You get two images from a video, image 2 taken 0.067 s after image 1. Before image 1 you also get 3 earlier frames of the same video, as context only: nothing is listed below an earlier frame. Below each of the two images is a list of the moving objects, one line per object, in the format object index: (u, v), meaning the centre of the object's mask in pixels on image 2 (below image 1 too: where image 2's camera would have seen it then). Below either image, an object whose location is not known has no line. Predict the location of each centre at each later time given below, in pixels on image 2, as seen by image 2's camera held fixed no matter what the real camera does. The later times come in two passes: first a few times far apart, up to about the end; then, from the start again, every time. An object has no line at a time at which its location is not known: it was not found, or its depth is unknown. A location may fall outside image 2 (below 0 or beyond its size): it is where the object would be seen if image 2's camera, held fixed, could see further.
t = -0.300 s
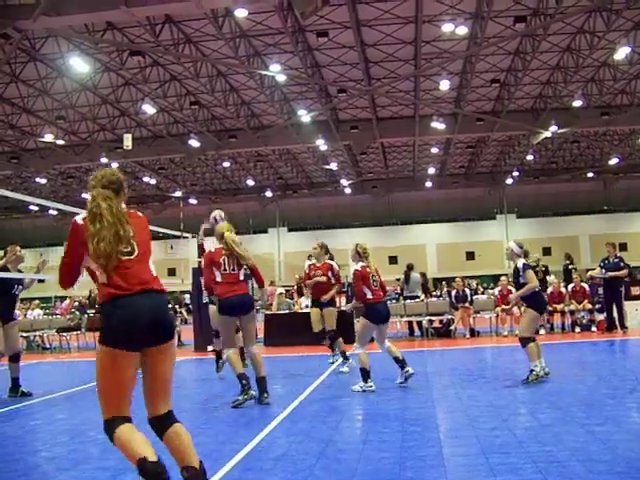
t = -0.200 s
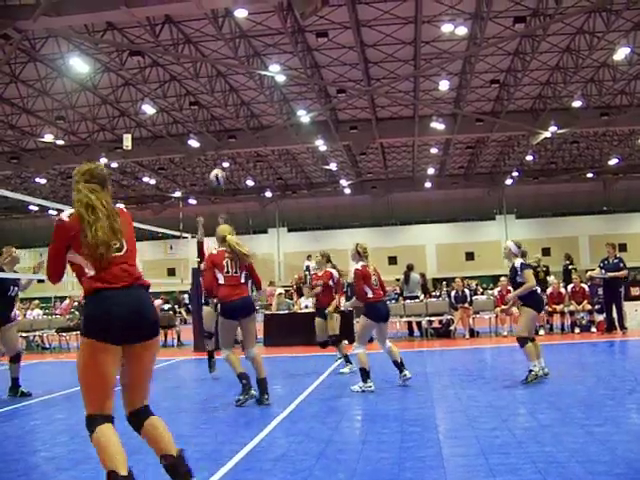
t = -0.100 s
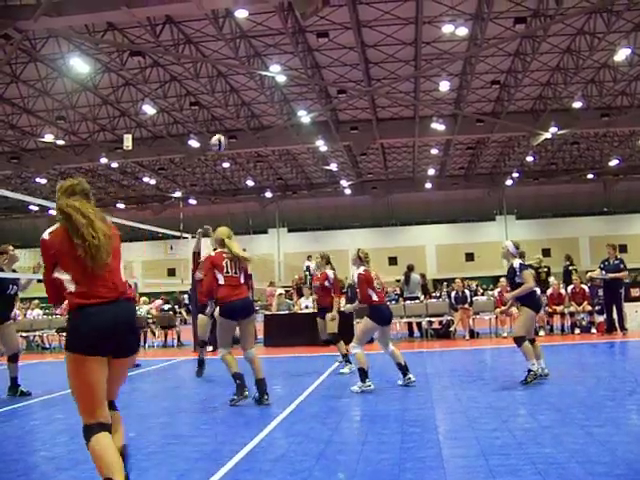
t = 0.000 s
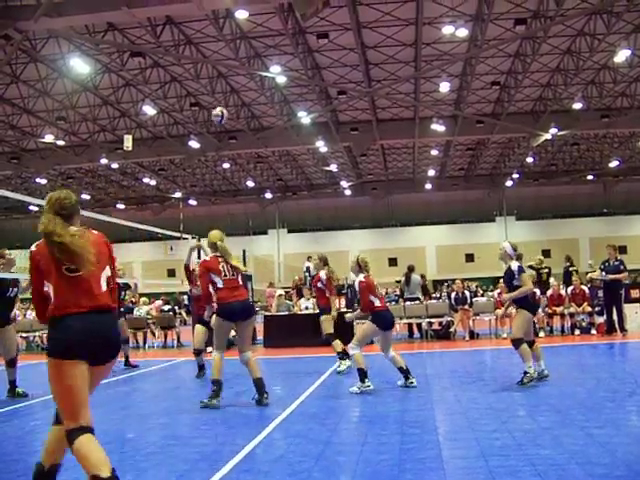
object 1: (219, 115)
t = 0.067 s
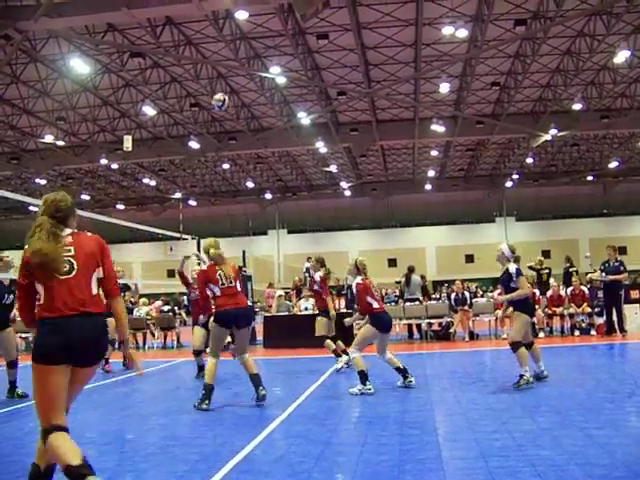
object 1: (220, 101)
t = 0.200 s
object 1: (222, 81)
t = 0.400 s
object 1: (225, 74)
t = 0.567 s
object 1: (228, 93)
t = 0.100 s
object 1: (220, 95)
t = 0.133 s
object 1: (221, 89)
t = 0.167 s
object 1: (222, 84)
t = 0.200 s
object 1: (222, 81)
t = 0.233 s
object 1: (223, 77)
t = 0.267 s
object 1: (223, 75)
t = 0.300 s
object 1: (224, 74)
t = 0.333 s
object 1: (224, 74)
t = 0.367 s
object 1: (225, 73)
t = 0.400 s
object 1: (225, 74)
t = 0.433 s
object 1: (226, 76)
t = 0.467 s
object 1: (227, 78)
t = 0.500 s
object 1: (227, 83)
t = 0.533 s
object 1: (228, 87)
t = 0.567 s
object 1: (228, 93)
